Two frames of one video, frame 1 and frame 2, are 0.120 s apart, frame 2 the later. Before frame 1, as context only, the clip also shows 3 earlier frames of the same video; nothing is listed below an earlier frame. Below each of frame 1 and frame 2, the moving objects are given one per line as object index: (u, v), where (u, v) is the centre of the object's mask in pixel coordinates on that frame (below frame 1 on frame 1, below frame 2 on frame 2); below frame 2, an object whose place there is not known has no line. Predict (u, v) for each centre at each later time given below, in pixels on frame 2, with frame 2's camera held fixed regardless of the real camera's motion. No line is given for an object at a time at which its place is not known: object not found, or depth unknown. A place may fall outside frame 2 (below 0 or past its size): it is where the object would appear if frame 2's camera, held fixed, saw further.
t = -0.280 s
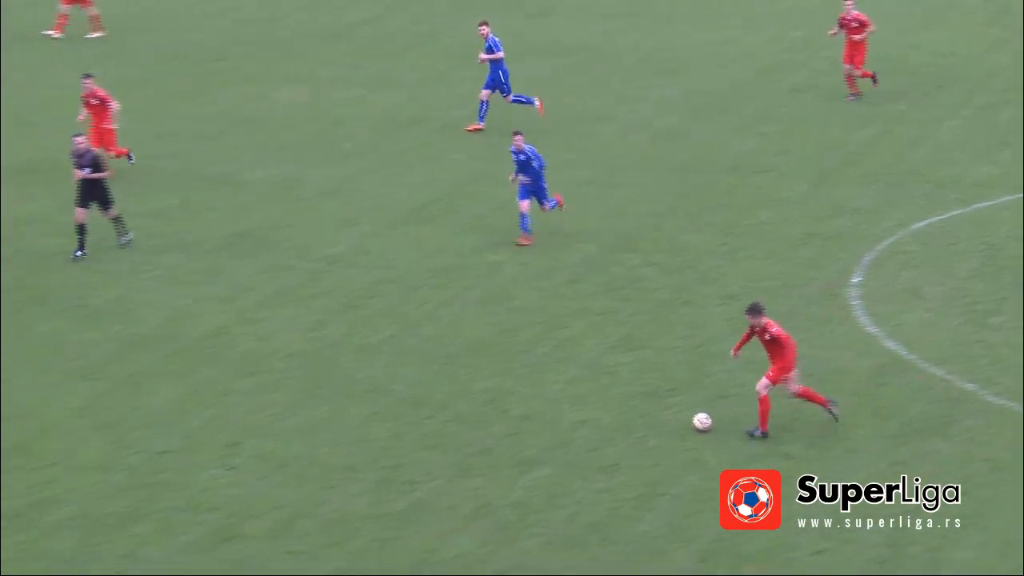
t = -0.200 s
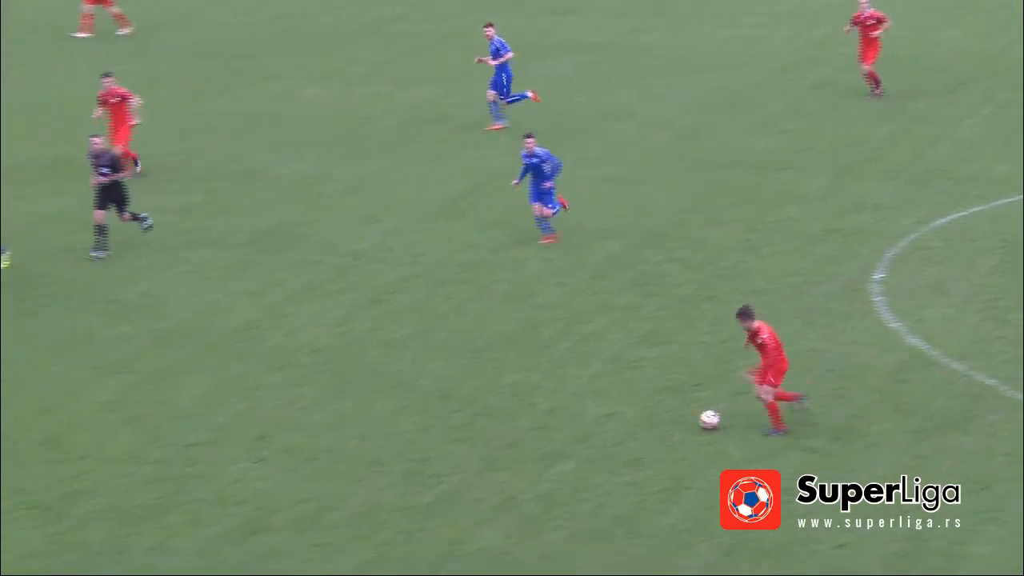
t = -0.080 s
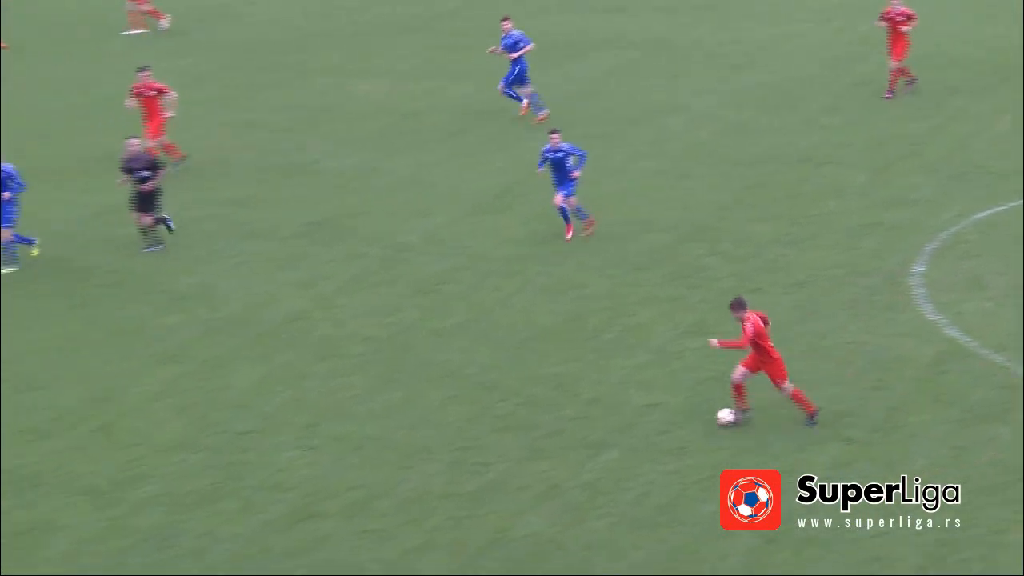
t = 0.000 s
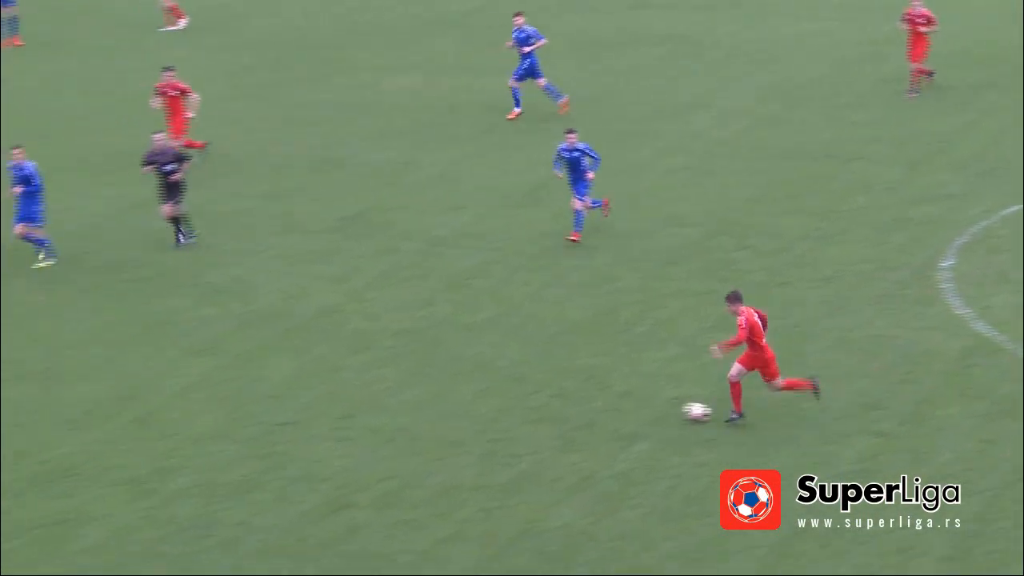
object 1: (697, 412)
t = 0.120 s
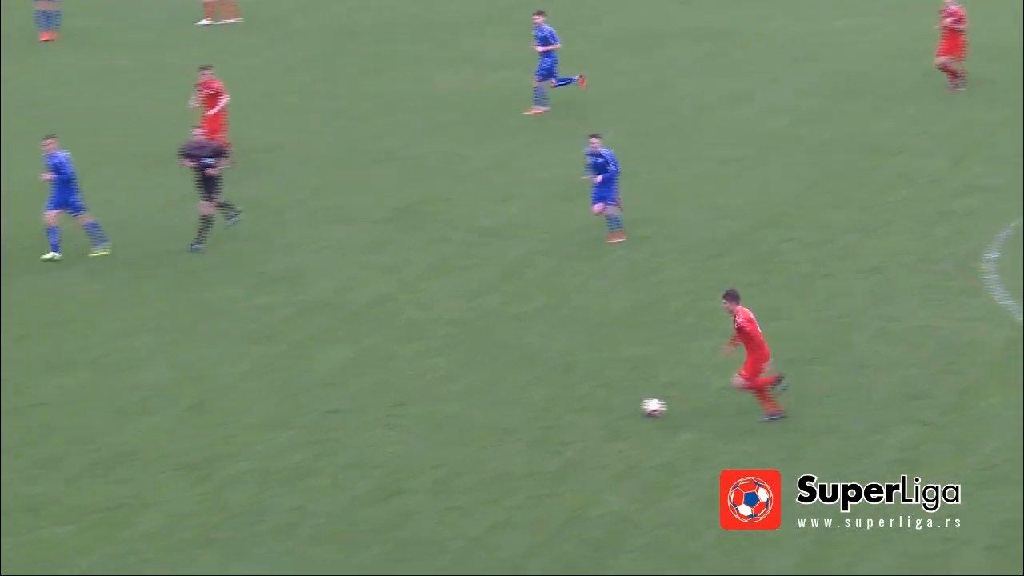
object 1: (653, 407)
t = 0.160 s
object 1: (626, 408)
